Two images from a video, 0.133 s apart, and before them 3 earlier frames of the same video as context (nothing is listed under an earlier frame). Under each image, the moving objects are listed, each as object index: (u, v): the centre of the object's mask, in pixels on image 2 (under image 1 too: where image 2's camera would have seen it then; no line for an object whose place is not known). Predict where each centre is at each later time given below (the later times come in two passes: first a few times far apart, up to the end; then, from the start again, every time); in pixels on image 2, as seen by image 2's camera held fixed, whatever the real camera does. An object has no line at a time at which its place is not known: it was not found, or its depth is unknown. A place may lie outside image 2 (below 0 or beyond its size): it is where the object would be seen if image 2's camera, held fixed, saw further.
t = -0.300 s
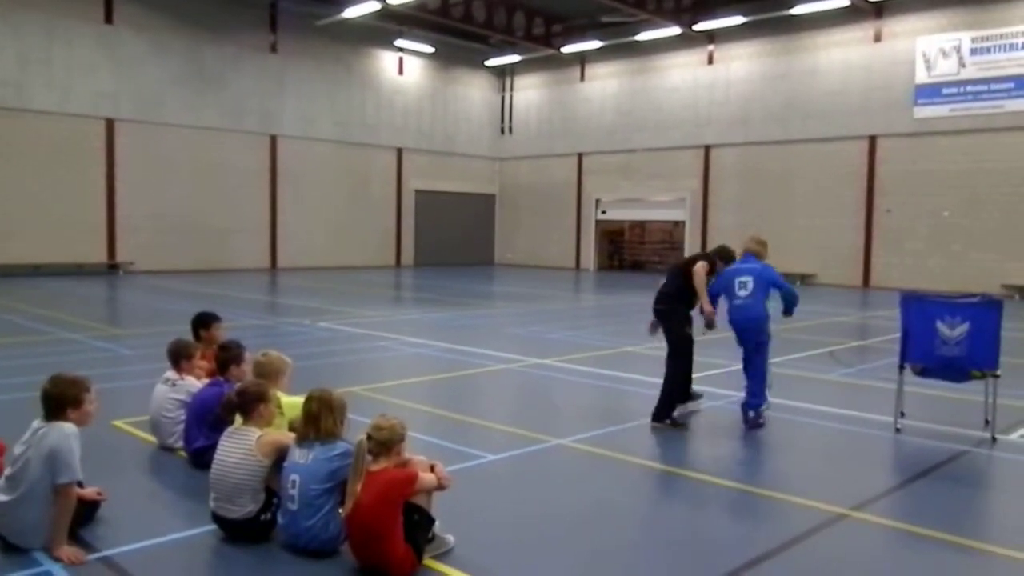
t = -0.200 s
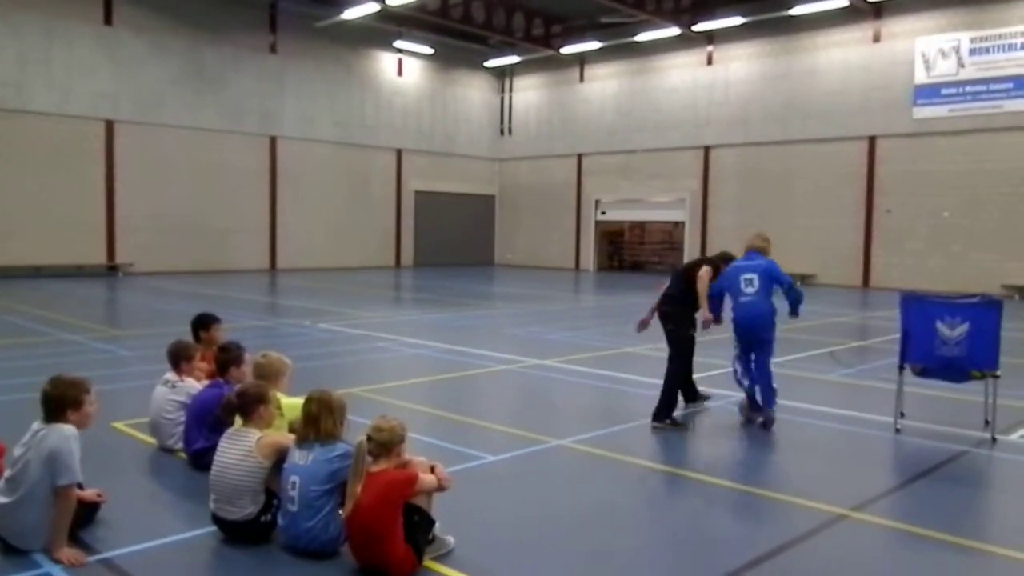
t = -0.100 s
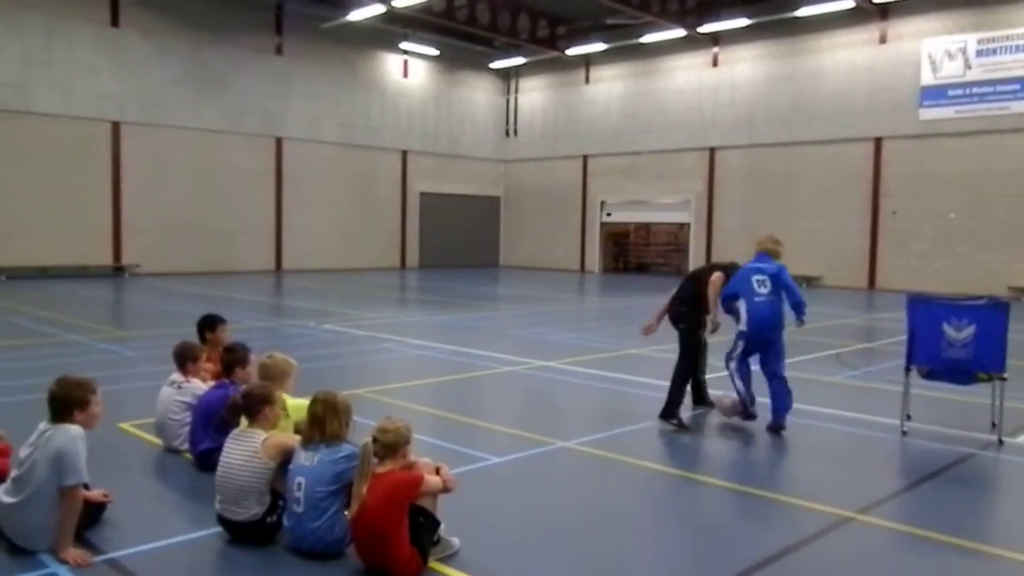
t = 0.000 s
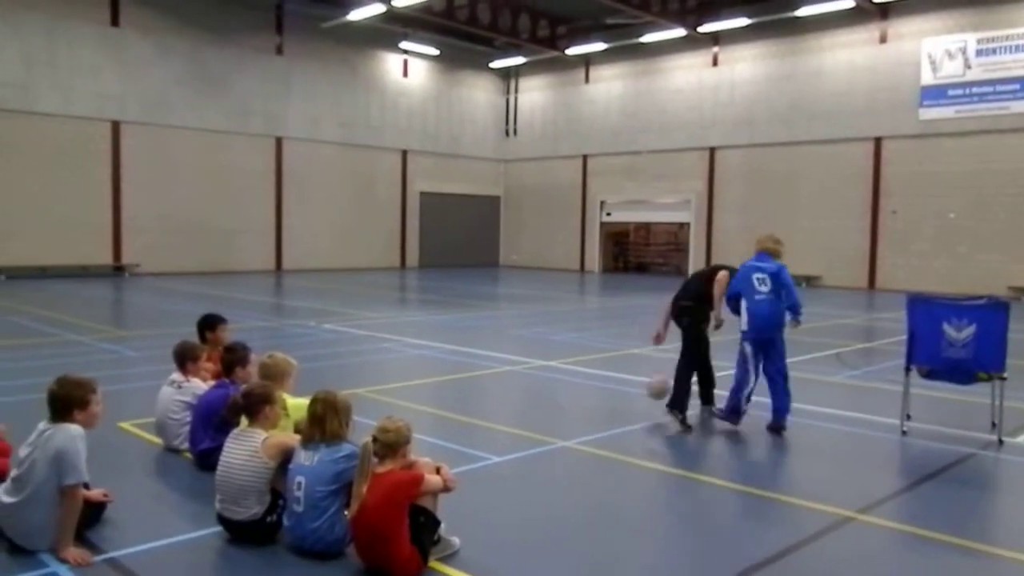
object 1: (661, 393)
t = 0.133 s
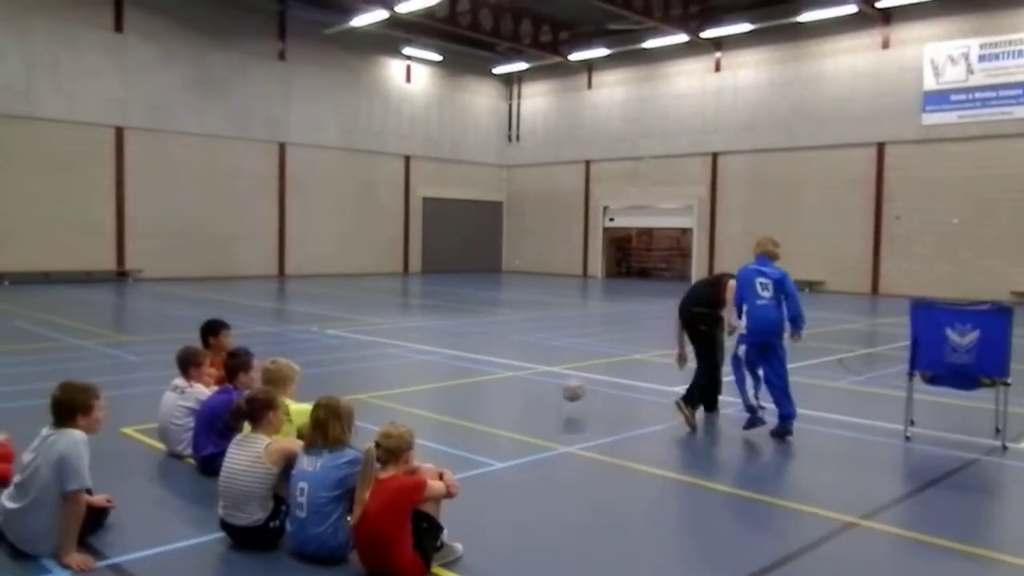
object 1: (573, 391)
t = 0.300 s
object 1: (483, 390)
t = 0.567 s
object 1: (383, 381)
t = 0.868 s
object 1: (297, 373)
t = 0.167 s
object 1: (551, 392)
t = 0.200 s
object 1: (531, 396)
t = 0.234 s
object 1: (514, 392)
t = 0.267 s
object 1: (498, 389)
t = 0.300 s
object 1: (483, 390)
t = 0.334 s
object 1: (469, 386)
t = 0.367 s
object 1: (454, 386)
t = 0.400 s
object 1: (441, 388)
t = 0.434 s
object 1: (427, 386)
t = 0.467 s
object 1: (415, 384)
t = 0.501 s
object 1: (404, 385)
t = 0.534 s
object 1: (393, 383)
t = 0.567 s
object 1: (383, 381)
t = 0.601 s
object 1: (371, 382)
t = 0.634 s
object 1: (360, 381)
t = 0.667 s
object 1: (351, 381)
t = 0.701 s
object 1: (341, 379)
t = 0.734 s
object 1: (331, 378)
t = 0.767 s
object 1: (320, 378)
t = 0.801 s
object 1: (311, 376)
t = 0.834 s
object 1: (302, 375)
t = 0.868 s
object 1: (297, 373)
